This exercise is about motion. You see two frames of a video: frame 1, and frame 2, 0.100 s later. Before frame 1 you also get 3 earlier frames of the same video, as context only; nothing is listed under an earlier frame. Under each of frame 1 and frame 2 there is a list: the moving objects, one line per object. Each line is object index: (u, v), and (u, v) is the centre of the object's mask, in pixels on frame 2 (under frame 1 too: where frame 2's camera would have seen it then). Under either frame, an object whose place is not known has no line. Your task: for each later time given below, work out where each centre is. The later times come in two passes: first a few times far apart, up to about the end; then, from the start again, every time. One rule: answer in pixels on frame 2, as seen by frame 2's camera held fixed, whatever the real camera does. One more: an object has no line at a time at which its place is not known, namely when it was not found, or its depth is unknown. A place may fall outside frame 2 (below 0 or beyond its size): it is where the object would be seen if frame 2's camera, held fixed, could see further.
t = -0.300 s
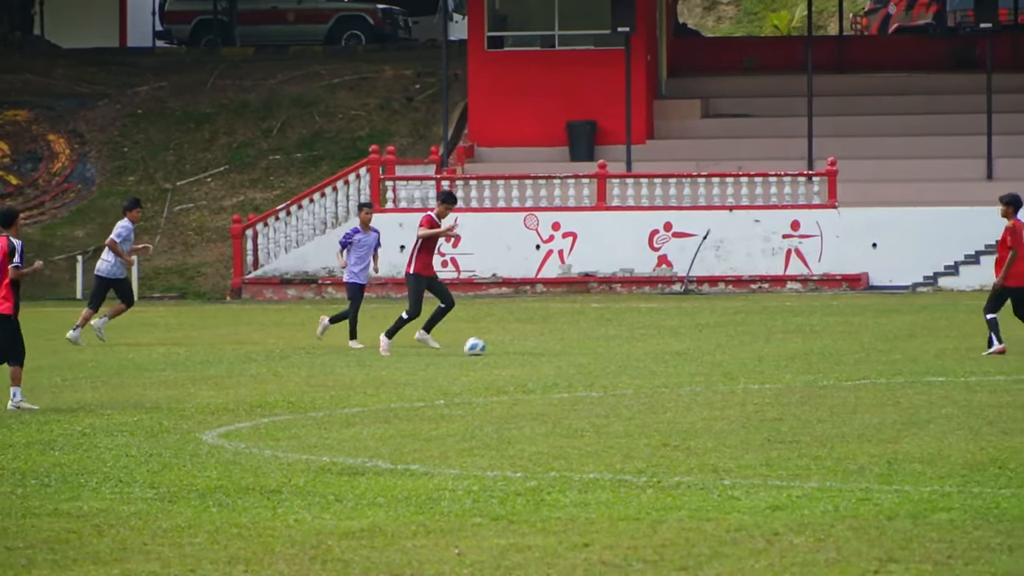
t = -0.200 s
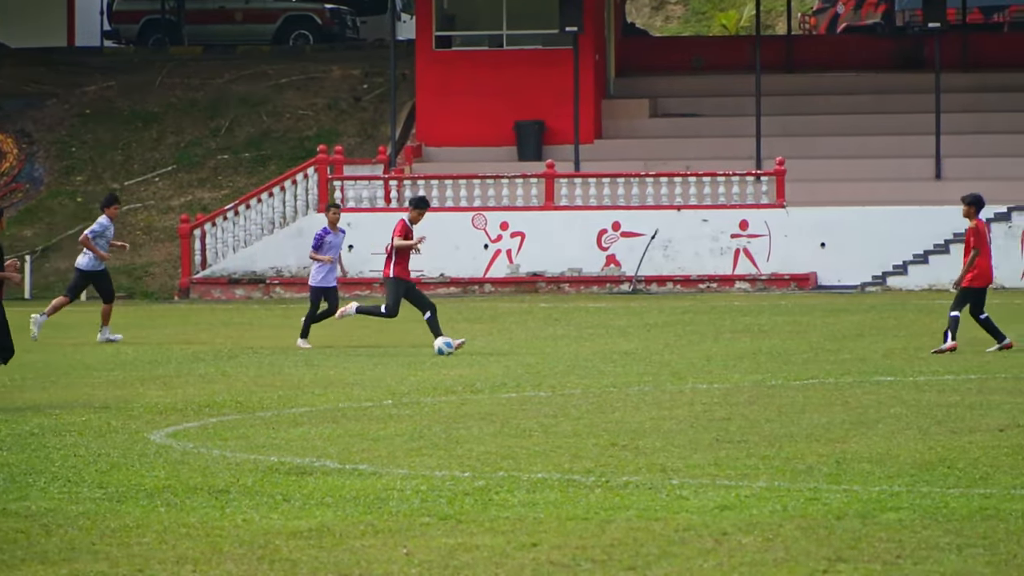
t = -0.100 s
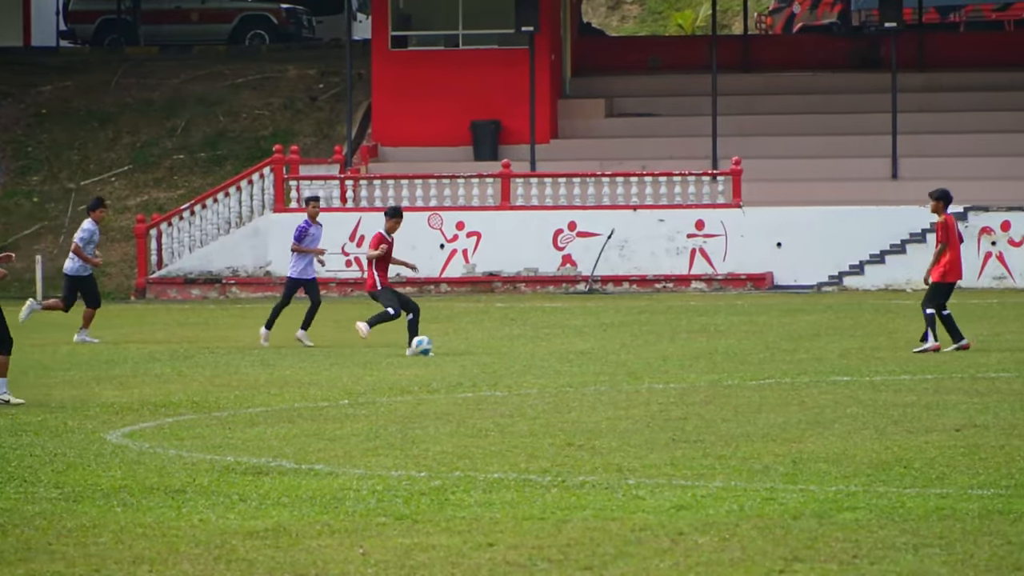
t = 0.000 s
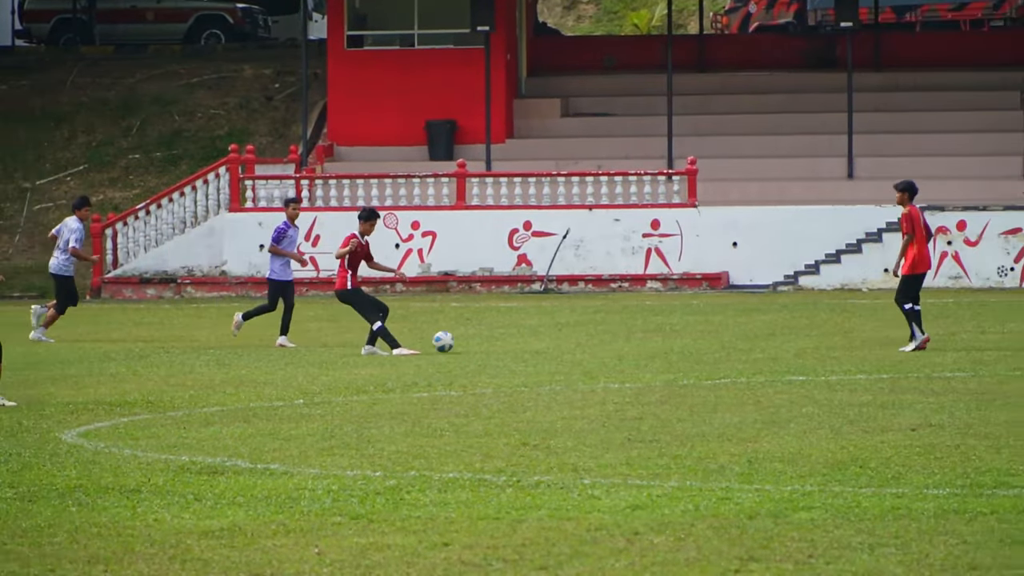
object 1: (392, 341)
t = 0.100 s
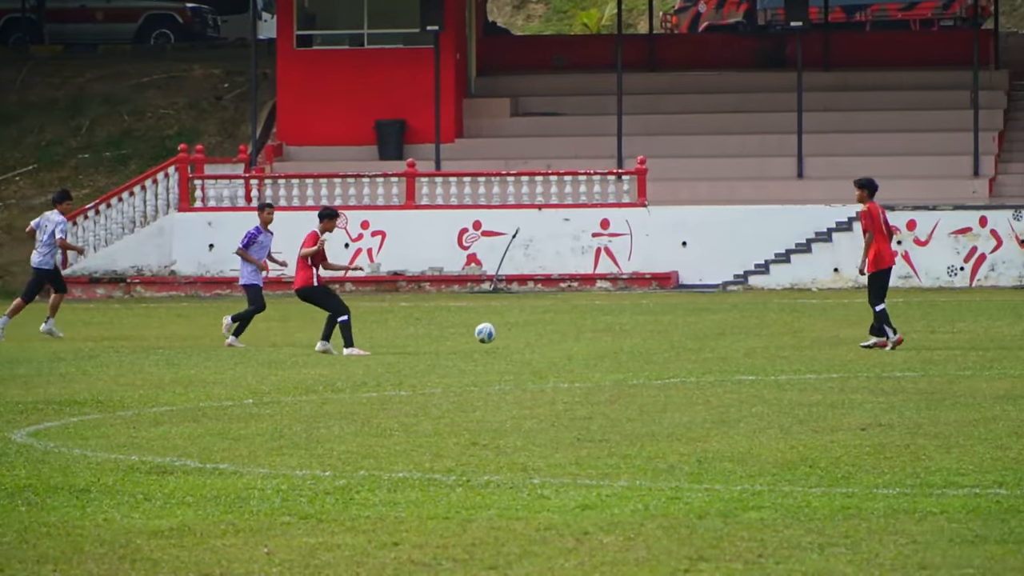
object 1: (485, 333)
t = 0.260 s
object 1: (619, 334)
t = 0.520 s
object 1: (784, 321)
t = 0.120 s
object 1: (503, 332)
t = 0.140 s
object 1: (520, 332)
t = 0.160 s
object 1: (538, 333)
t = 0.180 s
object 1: (555, 333)
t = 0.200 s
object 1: (572, 334)
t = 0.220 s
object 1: (588, 335)
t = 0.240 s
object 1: (603, 335)
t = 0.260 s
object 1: (619, 334)
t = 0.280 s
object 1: (633, 332)
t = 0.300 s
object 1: (647, 331)
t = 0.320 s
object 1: (661, 330)
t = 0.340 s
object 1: (675, 329)
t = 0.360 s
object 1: (688, 328)
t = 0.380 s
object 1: (701, 327)
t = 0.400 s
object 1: (714, 326)
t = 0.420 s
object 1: (727, 326)
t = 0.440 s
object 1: (738, 324)
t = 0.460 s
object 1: (750, 323)
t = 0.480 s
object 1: (762, 322)
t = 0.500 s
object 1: (773, 322)
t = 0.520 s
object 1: (784, 321)
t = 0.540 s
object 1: (795, 320)
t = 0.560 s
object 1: (805, 319)
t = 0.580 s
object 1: (815, 317)
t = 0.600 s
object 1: (825, 316)
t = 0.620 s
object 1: (835, 314)
